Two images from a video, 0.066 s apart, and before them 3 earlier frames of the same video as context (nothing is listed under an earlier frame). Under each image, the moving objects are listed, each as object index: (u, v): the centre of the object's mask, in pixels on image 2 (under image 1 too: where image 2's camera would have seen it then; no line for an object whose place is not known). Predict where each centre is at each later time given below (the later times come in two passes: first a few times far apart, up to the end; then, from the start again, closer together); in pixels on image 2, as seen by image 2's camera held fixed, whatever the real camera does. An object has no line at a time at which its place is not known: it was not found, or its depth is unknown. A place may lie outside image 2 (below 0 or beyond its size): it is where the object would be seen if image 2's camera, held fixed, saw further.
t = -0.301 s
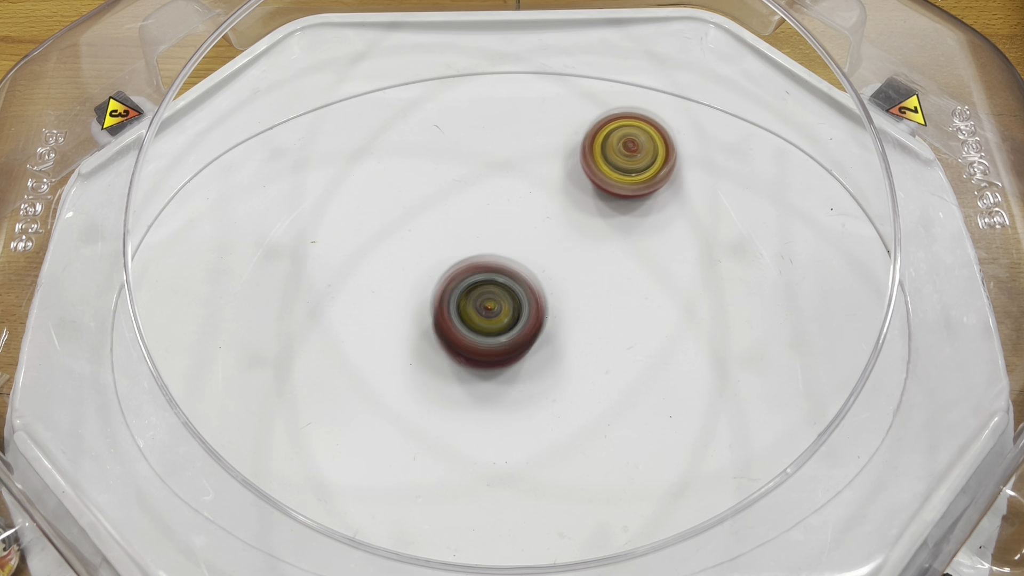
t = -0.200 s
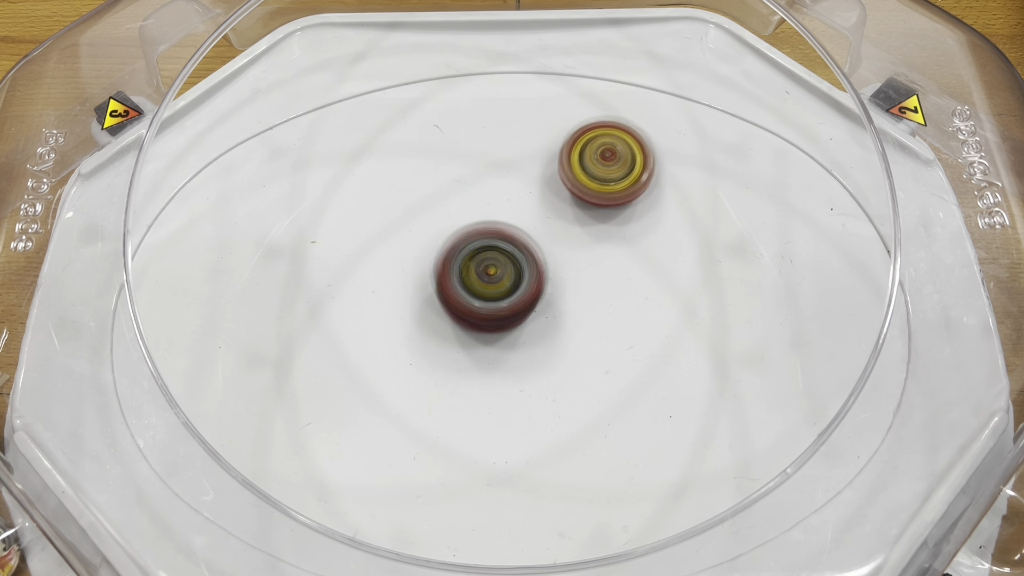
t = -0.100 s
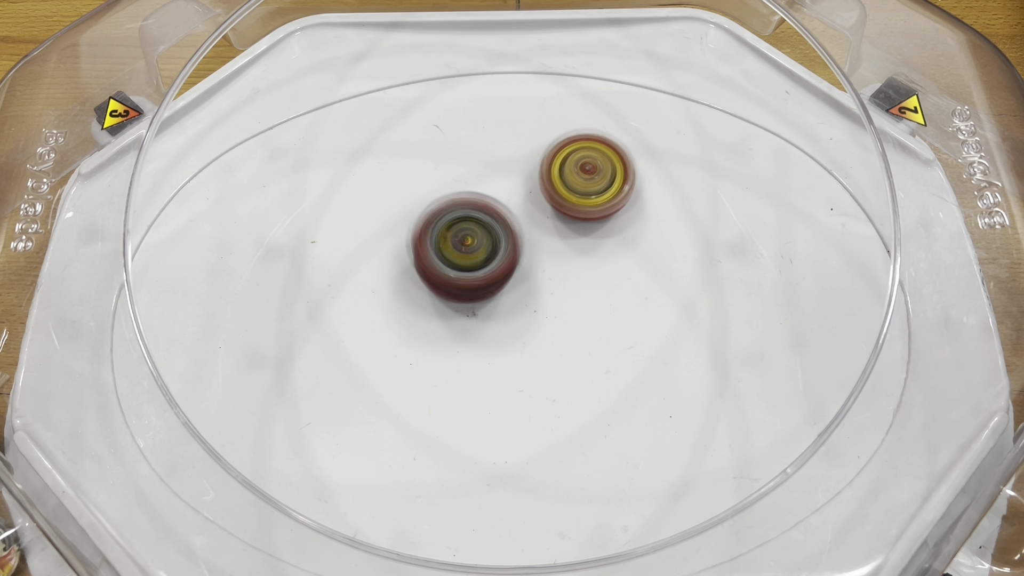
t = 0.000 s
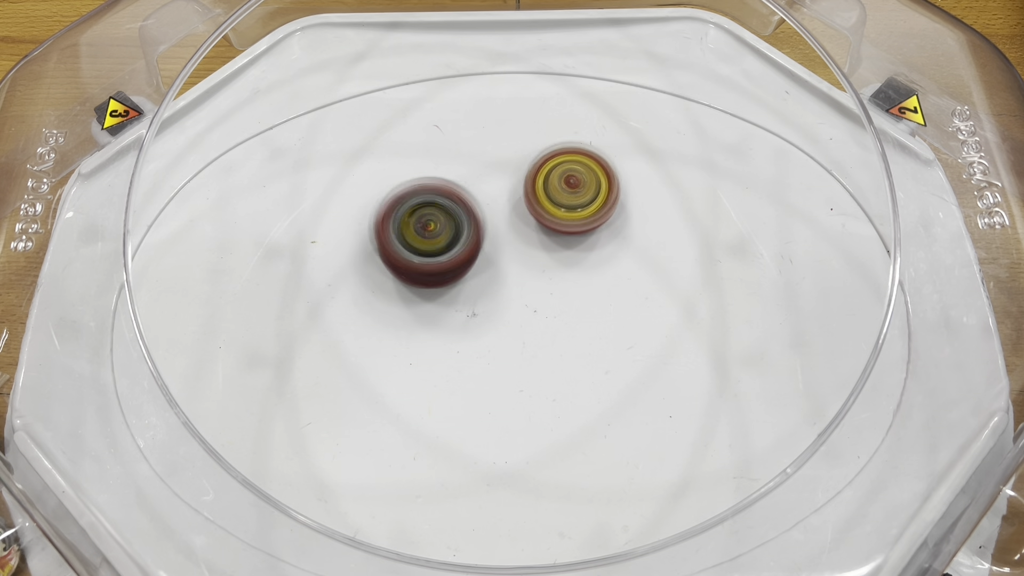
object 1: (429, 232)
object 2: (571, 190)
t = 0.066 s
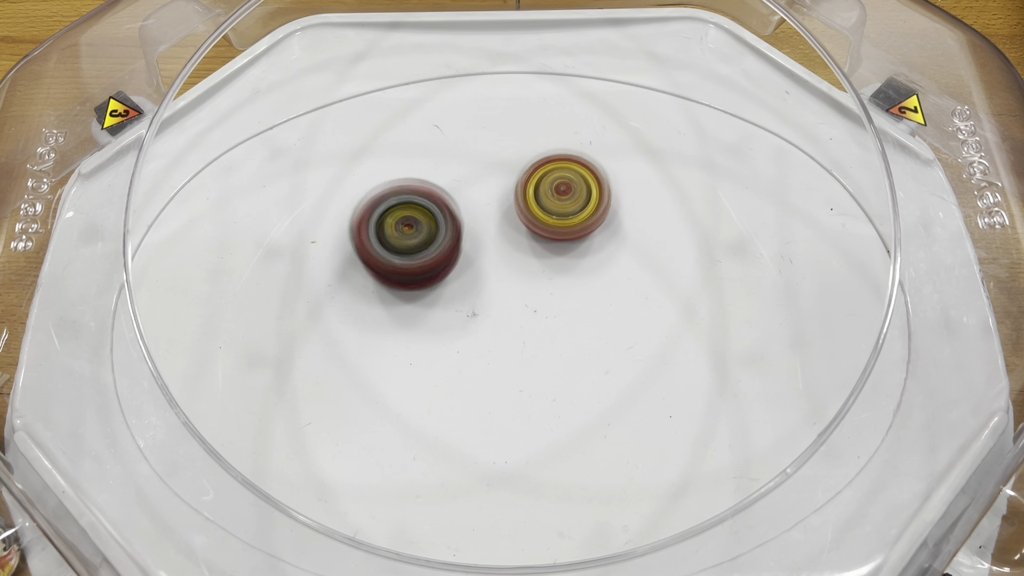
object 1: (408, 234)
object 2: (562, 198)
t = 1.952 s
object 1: (629, 415)
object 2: (586, 323)
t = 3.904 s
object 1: (458, 272)
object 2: (354, 395)
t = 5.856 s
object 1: (791, 226)
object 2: (301, 310)
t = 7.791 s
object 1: (504, 308)
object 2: (334, 309)
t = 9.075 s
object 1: (586, 302)
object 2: (477, 269)
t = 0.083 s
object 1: (404, 235)
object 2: (560, 199)
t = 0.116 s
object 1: (398, 240)
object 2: (556, 202)
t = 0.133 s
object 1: (394, 242)
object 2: (554, 204)
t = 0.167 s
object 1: (388, 248)
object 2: (551, 206)
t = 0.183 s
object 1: (387, 251)
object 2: (549, 208)
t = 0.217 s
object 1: (384, 256)
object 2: (545, 211)
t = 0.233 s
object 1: (383, 260)
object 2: (543, 213)
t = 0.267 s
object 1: (383, 267)
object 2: (540, 216)
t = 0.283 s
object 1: (384, 270)
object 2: (538, 218)
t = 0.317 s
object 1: (389, 277)
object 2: (534, 222)
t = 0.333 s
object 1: (392, 281)
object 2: (533, 224)
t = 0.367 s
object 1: (401, 288)
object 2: (529, 228)
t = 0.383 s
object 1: (406, 292)
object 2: (528, 230)
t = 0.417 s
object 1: (418, 299)
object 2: (525, 234)
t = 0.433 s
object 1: (423, 303)
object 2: (523, 236)
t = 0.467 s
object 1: (438, 310)
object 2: (521, 241)
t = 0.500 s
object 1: (455, 317)
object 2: (520, 244)
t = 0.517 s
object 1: (463, 320)
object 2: (518, 246)
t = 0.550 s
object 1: (475, 330)
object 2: (524, 244)
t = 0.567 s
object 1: (482, 336)
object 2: (527, 242)
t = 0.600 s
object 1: (495, 345)
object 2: (531, 239)
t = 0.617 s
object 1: (504, 348)
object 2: (532, 240)
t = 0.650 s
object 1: (523, 351)
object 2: (534, 241)
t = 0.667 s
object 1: (533, 351)
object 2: (534, 243)
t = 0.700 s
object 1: (553, 349)
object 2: (533, 246)
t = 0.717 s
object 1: (563, 346)
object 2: (534, 249)
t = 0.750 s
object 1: (581, 339)
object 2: (533, 254)
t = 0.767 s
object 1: (588, 334)
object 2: (533, 257)
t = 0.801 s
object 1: (604, 325)
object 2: (529, 259)
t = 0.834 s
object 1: (614, 317)
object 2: (527, 261)
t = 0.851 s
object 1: (620, 313)
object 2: (526, 262)
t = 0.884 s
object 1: (628, 303)
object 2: (525, 265)
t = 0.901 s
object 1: (631, 298)
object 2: (524, 267)
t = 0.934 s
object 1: (636, 288)
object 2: (523, 270)
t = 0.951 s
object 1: (637, 281)
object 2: (522, 272)
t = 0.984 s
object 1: (637, 272)
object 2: (522, 277)
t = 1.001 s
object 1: (637, 265)
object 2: (521, 280)
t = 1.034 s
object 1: (632, 255)
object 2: (522, 285)
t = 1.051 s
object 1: (628, 250)
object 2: (522, 287)
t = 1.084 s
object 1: (620, 239)
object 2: (523, 292)
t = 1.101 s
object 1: (614, 235)
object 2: (524, 294)
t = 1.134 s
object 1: (605, 225)
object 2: (523, 300)
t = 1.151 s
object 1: (600, 220)
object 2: (522, 303)
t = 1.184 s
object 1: (586, 214)
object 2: (524, 307)
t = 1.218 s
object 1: (569, 210)
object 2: (526, 310)
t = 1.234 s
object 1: (559, 210)
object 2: (527, 312)
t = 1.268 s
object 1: (538, 212)
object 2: (529, 316)
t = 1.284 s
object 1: (528, 212)
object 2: (530, 318)
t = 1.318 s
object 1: (504, 218)
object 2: (532, 322)
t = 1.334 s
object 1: (493, 222)
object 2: (533, 323)
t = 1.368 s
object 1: (472, 231)
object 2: (535, 327)
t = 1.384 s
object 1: (462, 238)
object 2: (537, 328)
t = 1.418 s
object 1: (447, 250)
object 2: (540, 332)
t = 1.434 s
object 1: (440, 258)
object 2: (541, 333)
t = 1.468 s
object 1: (430, 276)
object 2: (543, 336)
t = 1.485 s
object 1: (428, 285)
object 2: (545, 336)
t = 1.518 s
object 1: (423, 305)
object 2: (547, 338)
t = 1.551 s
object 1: (424, 324)
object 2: (549, 340)
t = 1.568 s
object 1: (425, 334)
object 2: (550, 341)
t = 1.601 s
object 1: (430, 355)
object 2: (552, 343)
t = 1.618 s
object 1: (436, 364)
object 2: (553, 344)
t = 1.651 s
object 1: (447, 381)
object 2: (554, 344)
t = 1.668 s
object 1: (456, 389)
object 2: (555, 345)
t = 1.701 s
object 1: (471, 402)
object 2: (560, 344)
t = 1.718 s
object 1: (478, 408)
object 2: (565, 342)
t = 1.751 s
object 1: (495, 420)
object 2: (573, 339)
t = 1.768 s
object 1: (505, 425)
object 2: (575, 338)
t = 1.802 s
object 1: (526, 431)
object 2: (579, 336)
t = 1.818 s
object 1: (536, 432)
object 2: (580, 335)
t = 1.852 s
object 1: (561, 431)
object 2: (582, 334)
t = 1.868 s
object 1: (572, 429)
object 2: (583, 333)
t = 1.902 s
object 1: (596, 424)
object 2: (585, 329)
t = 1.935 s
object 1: (617, 420)
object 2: (586, 325)
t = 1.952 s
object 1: (629, 415)
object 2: (586, 323)
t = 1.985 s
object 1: (649, 402)
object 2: (586, 320)
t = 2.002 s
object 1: (657, 395)
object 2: (586, 318)
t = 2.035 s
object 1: (670, 377)
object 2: (586, 316)
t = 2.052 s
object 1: (676, 370)
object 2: (585, 313)
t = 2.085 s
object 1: (685, 354)
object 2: (582, 306)
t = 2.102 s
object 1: (687, 347)
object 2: (579, 303)
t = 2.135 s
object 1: (691, 330)
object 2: (576, 298)
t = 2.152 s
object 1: (690, 321)
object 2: (574, 296)
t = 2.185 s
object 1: (690, 304)
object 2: (571, 292)
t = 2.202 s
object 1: (687, 296)
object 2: (569, 291)
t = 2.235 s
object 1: (680, 280)
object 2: (565, 288)
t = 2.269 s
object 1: (667, 267)
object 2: (560, 285)
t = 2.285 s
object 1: (662, 260)
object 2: (555, 283)
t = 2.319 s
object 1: (650, 248)
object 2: (542, 281)
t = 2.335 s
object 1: (642, 241)
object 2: (537, 280)
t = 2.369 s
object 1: (623, 230)
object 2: (529, 279)
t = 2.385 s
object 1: (616, 224)
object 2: (523, 279)
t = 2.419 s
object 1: (600, 213)
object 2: (507, 281)
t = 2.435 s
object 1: (592, 209)
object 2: (501, 282)
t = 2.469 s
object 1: (572, 204)
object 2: (491, 283)
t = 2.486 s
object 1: (563, 203)
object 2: (487, 284)
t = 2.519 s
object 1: (542, 201)
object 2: (474, 289)
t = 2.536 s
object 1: (533, 199)
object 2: (465, 295)
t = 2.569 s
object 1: (515, 198)
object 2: (449, 304)
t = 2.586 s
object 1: (505, 200)
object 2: (443, 307)
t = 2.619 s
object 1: (485, 205)
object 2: (434, 314)
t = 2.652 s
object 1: (463, 213)
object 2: (427, 317)
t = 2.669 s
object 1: (453, 216)
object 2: (425, 318)
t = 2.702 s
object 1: (434, 222)
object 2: (415, 331)
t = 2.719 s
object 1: (427, 224)
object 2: (410, 337)
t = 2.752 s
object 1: (412, 233)
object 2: (402, 349)
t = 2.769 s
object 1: (407, 237)
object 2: (399, 353)
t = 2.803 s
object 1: (398, 251)
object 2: (393, 359)
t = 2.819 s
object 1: (394, 256)
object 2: (391, 361)
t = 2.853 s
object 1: (391, 265)
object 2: (384, 375)
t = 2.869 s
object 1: (389, 270)
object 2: (382, 379)
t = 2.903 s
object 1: (391, 279)
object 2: (376, 390)
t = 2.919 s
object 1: (393, 281)
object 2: (373, 398)
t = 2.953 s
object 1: (398, 288)
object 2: (368, 408)
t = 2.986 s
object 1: (404, 295)
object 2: (365, 414)
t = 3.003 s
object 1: (407, 299)
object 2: (364, 417)
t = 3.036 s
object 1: (416, 307)
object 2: (361, 421)
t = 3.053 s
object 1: (421, 310)
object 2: (360, 423)
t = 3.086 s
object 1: (435, 316)
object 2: (358, 427)
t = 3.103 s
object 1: (442, 318)
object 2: (357, 428)
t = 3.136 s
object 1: (457, 321)
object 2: (355, 431)
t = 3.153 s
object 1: (467, 320)
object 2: (354, 433)
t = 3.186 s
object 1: (484, 318)
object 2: (352, 434)
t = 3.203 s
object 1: (493, 317)
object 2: (352, 435)
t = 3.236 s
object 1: (510, 310)
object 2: (351, 437)
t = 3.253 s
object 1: (517, 308)
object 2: (350, 437)
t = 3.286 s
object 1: (526, 300)
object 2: (349, 438)
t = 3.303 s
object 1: (530, 298)
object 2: (349, 438)
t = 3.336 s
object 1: (540, 289)
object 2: (349, 438)
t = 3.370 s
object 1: (548, 280)
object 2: (348, 437)
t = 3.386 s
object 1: (550, 277)
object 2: (348, 436)
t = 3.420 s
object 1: (555, 267)
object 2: (348, 434)
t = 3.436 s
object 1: (557, 263)
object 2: (348, 433)
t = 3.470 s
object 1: (557, 253)
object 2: (348, 431)
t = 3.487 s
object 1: (557, 248)
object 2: (348, 430)
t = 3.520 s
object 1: (555, 240)
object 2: (348, 428)
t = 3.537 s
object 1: (554, 237)
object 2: (348, 427)
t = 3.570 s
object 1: (549, 231)
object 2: (349, 424)
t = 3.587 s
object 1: (545, 229)
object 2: (349, 423)
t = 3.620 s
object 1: (537, 225)
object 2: (349, 420)
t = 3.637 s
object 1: (532, 223)
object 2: (349, 418)
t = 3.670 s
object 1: (522, 223)
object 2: (349, 415)
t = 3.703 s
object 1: (510, 224)
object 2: (349, 412)
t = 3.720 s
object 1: (504, 225)
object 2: (349, 411)
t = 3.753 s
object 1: (493, 228)
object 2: (350, 408)
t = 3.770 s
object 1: (487, 231)
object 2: (350, 406)
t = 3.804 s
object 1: (476, 238)
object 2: (351, 404)
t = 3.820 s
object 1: (472, 242)
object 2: (351, 402)
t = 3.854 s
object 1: (464, 253)
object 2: (352, 399)
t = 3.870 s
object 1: (461, 259)
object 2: (353, 398)
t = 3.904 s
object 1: (458, 272)
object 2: (354, 395)
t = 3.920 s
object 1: (457, 279)
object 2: (354, 393)
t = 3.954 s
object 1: (459, 294)
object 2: (355, 391)
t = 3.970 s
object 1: (462, 302)
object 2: (355, 389)
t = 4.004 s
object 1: (468, 318)
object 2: (356, 386)
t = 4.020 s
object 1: (473, 325)
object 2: (357, 384)
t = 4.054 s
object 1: (485, 338)
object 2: (358, 380)
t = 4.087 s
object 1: (500, 349)
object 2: (359, 377)
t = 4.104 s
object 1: (507, 354)
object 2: (360, 374)
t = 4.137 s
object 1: (526, 361)
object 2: (361, 370)
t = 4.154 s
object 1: (535, 363)
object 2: (362, 368)
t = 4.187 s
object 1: (555, 366)
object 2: (365, 363)
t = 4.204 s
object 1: (566, 365)
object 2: (366, 360)
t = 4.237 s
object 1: (584, 364)
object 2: (368, 356)
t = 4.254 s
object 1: (593, 363)
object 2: (370, 354)
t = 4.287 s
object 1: (610, 359)
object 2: (373, 348)
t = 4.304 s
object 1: (617, 357)
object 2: (374, 345)
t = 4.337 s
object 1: (628, 348)
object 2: (377, 340)
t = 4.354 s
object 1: (635, 342)
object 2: (378, 338)
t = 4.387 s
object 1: (642, 333)
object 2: (381, 332)
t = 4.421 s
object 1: (647, 324)
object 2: (383, 327)
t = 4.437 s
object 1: (650, 318)
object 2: (384, 325)
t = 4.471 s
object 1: (653, 309)
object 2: (387, 320)
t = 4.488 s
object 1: (653, 304)
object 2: (388, 317)
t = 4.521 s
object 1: (654, 297)
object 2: (391, 313)
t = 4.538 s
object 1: (654, 292)
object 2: (392, 310)
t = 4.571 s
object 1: (651, 284)
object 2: (395, 305)
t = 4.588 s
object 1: (650, 278)
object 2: (396, 303)
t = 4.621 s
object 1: (644, 270)
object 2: (400, 299)
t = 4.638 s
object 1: (640, 266)
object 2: (401, 297)
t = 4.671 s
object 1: (631, 257)
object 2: (405, 292)
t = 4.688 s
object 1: (626, 252)
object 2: (406, 291)
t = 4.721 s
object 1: (613, 244)
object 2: (409, 286)
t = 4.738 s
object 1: (607, 240)
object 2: (411, 285)
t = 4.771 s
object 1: (594, 232)
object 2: (415, 282)
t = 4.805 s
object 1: (577, 227)
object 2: (419, 278)
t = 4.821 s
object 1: (567, 226)
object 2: (421, 277)
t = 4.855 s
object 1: (547, 224)
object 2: (425, 274)
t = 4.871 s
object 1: (537, 226)
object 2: (427, 273)
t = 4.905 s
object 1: (521, 226)
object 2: (424, 271)
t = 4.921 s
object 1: (519, 226)
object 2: (414, 272)
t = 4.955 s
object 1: (511, 229)
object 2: (400, 275)
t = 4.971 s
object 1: (505, 231)
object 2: (395, 276)
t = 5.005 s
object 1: (495, 237)
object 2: (390, 276)
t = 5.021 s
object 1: (489, 240)
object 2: (389, 277)
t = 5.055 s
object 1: (511, 248)
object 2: (355, 274)
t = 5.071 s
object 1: (524, 254)
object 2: (334, 275)
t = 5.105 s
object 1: (546, 260)
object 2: (299, 275)
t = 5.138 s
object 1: (567, 266)
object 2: (268, 277)
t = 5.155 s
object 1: (578, 266)
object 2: (254, 277)
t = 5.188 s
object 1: (599, 269)
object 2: (234, 280)
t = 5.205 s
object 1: (610, 270)
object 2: (225, 281)
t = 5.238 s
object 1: (633, 272)
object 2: (213, 283)
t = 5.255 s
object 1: (645, 272)
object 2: (210, 284)
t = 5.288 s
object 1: (670, 274)
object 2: (207, 285)
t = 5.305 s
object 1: (684, 276)
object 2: (207, 287)
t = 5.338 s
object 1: (709, 278)
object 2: (210, 290)
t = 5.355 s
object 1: (720, 279)
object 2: (211, 292)
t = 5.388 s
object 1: (745, 279)
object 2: (215, 295)
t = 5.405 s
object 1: (758, 278)
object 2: (217, 297)
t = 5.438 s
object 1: (780, 275)
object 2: (223, 300)
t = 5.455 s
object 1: (790, 274)
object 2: (226, 301)
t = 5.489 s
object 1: (810, 268)
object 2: (232, 303)
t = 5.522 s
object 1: (827, 259)
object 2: (238, 304)
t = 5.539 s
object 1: (833, 255)
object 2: (241, 304)
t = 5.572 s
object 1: (840, 246)
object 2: (248, 304)
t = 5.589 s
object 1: (843, 241)
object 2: (252, 305)
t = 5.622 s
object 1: (844, 234)
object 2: (259, 305)
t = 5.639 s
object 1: (844, 230)
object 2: (262, 305)
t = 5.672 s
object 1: (842, 225)
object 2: (269, 305)
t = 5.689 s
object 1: (841, 223)
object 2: (271, 305)
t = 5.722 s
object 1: (837, 220)
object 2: (278, 305)
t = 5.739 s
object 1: (835, 219)
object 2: (280, 306)
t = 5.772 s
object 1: (825, 219)
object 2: (286, 307)
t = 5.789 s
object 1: (821, 219)
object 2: (289, 308)
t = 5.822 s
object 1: (807, 222)
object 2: (295, 309)
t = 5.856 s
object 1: (791, 226)
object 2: (301, 310)
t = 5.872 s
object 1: (782, 229)
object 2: (304, 310)
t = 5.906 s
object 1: (762, 236)
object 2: (310, 310)
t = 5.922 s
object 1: (751, 241)
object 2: (313, 311)
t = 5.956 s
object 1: (729, 253)
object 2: (320, 311)
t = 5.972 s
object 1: (717, 260)
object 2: (323, 311)
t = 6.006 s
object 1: (695, 276)
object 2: (330, 311)
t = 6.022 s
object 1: (685, 284)
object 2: (333, 311)
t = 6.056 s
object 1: (667, 302)
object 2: (339, 311)
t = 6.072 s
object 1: (660, 311)
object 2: (343, 311)
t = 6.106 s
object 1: (646, 329)
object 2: (349, 310)
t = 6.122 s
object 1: (640, 339)
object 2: (352, 310)
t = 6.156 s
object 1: (629, 357)
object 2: (359, 310)
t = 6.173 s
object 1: (622, 366)
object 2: (363, 311)
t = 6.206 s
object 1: (614, 383)
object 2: (369, 310)
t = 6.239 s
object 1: (609, 400)
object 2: (376, 311)
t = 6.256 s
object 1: (608, 408)
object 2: (379, 311)
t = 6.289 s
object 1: (609, 423)
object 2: (386, 312)
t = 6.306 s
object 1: (610, 430)
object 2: (389, 313)
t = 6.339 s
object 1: (613, 442)
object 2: (396, 314)
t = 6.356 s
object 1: (613, 446)
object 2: (399, 315)
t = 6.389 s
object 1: (616, 453)
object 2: (407, 317)
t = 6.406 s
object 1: (618, 455)
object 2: (410, 318)
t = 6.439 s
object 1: (619, 455)
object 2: (417, 319)
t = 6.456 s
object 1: (620, 456)
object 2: (421, 321)
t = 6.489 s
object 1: (619, 452)
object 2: (428, 323)
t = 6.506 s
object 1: (617, 447)
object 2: (431, 324)
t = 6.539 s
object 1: (616, 441)
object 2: (438, 326)
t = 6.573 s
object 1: (614, 433)
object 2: (445, 328)
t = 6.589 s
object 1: (613, 430)
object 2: (449, 329)
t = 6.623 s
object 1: (608, 418)
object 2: (456, 331)
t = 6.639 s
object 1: (606, 413)
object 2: (459, 332)
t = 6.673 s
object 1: (600, 399)
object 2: (467, 334)
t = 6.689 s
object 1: (594, 392)
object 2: (470, 335)
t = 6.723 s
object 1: (584, 376)
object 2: (478, 337)
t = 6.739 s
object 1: (580, 369)
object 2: (479, 336)
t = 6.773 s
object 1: (585, 363)
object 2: (463, 321)
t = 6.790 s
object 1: (584, 360)
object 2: (455, 314)
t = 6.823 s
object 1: (584, 353)
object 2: (441, 300)
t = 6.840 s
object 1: (583, 347)
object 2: (436, 294)
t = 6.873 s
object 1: (574, 336)
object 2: (428, 284)
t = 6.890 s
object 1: (570, 330)
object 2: (424, 279)
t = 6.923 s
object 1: (557, 316)
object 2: (420, 274)
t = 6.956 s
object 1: (543, 301)
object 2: (419, 272)
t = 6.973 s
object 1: (537, 296)
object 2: (419, 272)
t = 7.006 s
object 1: (522, 282)
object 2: (418, 273)
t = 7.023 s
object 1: (521, 280)
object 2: (410, 270)
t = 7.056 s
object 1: (530, 279)
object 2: (381, 259)
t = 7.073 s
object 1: (533, 278)
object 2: (368, 254)
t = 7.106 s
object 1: (535, 276)
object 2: (348, 247)
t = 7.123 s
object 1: (536, 274)
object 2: (339, 245)
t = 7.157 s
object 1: (536, 271)
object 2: (326, 243)
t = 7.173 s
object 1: (535, 270)
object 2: (319, 242)
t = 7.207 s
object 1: (535, 267)
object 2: (311, 245)
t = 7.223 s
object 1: (536, 267)
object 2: (307, 246)
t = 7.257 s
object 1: (534, 266)
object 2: (300, 250)
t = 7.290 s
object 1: (531, 265)
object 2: (294, 256)
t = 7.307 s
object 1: (529, 264)
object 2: (291, 258)
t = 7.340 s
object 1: (526, 264)
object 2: (285, 265)
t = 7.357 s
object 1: (526, 265)
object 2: (283, 269)
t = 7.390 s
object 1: (522, 266)
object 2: (278, 276)
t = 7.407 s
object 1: (518, 267)
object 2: (276, 280)
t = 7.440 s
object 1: (517, 269)
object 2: (275, 287)
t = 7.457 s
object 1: (516, 270)
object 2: (274, 291)
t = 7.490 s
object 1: (513, 273)
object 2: (274, 300)
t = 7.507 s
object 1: (510, 274)
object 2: (276, 304)
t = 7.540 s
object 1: (509, 278)
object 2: (280, 309)
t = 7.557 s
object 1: (508, 279)
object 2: (283, 312)
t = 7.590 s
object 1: (506, 282)
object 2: (291, 314)
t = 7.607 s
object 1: (506, 285)
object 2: (295, 314)
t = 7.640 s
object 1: (506, 289)
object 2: (302, 315)
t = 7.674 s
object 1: (504, 293)
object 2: (309, 314)
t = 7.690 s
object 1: (504, 295)
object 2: (313, 314)
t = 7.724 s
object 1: (504, 298)
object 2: (320, 312)
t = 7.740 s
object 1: (505, 302)
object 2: (324, 311)
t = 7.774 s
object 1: (506, 306)
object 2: (331, 310)
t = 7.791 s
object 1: (504, 308)
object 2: (334, 309)
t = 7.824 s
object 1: (506, 311)
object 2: (339, 307)
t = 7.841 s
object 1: (508, 312)
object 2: (343, 306)
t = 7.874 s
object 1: (509, 315)
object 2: (347, 303)
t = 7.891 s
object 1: (509, 317)
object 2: (349, 303)
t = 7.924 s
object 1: (511, 319)
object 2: (354, 298)
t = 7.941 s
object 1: (513, 319)
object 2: (356, 297)
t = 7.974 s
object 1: (516, 321)
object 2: (364, 292)
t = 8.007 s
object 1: (519, 321)
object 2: (369, 289)
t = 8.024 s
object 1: (519, 321)
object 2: (374, 288)
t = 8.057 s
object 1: (520, 321)
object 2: (381, 286)
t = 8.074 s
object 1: (522, 320)
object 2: (384, 286)
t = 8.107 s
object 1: (525, 319)
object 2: (393, 286)
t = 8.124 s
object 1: (524, 319)
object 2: (397, 286)
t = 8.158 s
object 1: (527, 317)
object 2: (406, 288)
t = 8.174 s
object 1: (527, 315)
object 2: (409, 288)
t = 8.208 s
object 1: (527, 313)
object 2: (418, 290)
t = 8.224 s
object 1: (528, 312)
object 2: (423, 290)
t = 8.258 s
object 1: (531, 311)
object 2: (429, 289)
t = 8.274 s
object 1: (534, 312)
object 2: (429, 287)
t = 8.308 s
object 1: (541, 311)
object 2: (431, 283)
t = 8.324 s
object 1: (546, 311)
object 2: (433, 281)
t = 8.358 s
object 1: (550, 309)
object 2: (439, 280)
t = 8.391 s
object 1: (552, 307)
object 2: (443, 279)
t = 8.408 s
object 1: (554, 305)
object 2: (447, 279)
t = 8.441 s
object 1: (556, 303)
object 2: (451, 278)
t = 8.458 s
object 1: (556, 301)
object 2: (453, 278)
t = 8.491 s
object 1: (556, 297)
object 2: (457, 277)
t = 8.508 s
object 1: (561, 297)
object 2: (456, 275)
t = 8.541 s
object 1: (568, 301)
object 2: (451, 270)
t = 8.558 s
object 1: (572, 302)
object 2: (450, 269)
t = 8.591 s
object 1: (578, 302)
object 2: (448, 268)
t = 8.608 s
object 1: (581, 302)
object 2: (448, 267)
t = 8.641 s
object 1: (587, 303)
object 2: (448, 268)
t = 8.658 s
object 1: (590, 303)
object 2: (450, 268)
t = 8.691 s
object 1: (595, 303)
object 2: (452, 268)
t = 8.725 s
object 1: (598, 303)
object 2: (454, 267)
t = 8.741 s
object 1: (602, 304)
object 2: (455, 267)
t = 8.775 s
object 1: (603, 304)
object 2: (458, 267)
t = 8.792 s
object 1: (605, 304)
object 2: (458, 267)
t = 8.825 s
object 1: (606, 304)
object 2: (461, 267)
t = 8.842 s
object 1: (605, 304)
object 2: (462, 266)
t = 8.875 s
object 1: (606, 305)
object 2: (464, 266)
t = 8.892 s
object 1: (606, 305)
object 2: (465, 266)
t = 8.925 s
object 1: (604, 304)
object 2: (467, 266)
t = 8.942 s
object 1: (606, 305)
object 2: (469, 266)
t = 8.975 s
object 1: (602, 304)
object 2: (471, 266)
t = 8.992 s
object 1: (600, 304)
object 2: (472, 266)
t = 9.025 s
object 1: (596, 303)
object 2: (474, 268)
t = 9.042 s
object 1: (593, 303)
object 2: (475, 268)
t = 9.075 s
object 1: (586, 302)
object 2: (477, 269)
